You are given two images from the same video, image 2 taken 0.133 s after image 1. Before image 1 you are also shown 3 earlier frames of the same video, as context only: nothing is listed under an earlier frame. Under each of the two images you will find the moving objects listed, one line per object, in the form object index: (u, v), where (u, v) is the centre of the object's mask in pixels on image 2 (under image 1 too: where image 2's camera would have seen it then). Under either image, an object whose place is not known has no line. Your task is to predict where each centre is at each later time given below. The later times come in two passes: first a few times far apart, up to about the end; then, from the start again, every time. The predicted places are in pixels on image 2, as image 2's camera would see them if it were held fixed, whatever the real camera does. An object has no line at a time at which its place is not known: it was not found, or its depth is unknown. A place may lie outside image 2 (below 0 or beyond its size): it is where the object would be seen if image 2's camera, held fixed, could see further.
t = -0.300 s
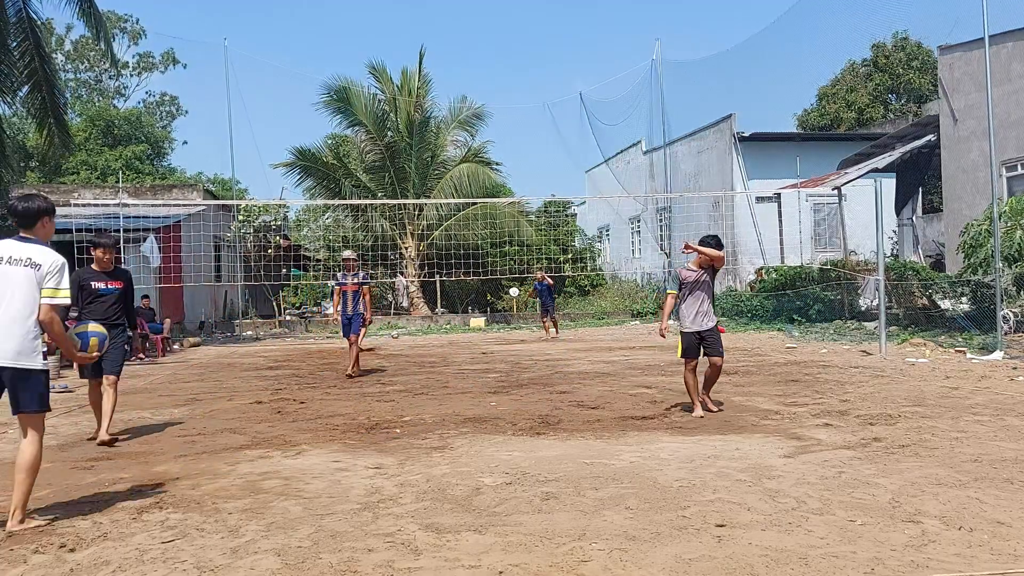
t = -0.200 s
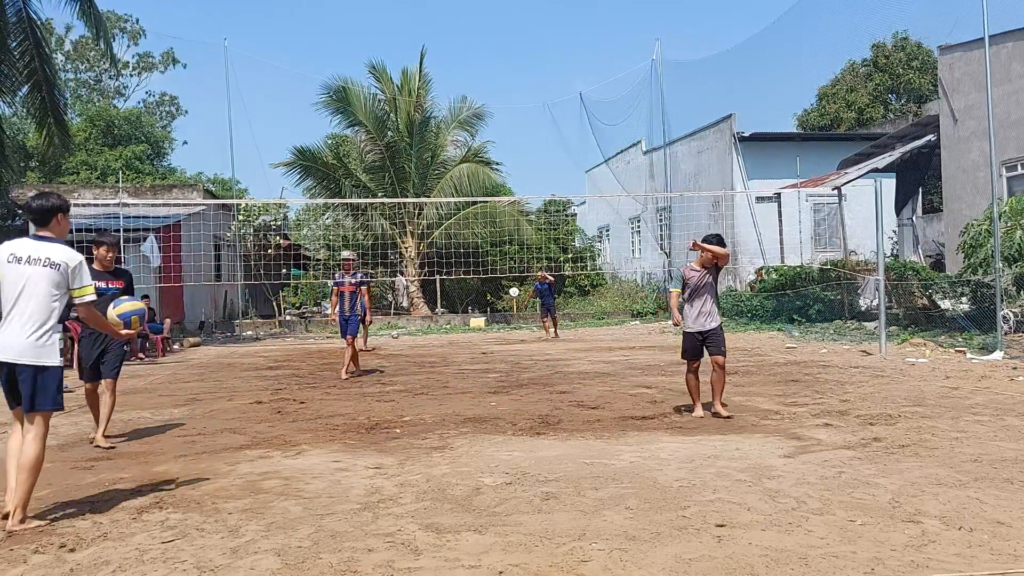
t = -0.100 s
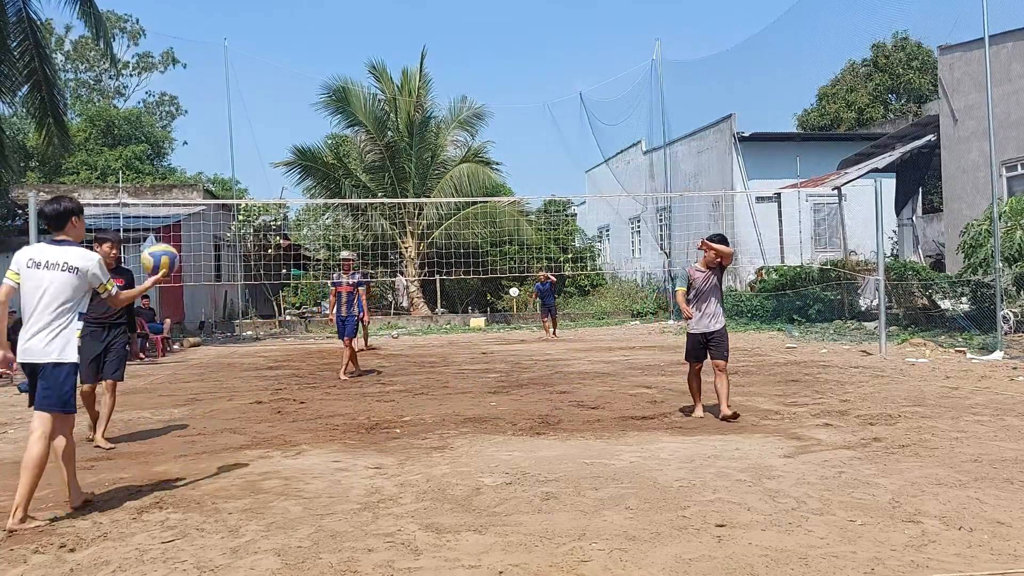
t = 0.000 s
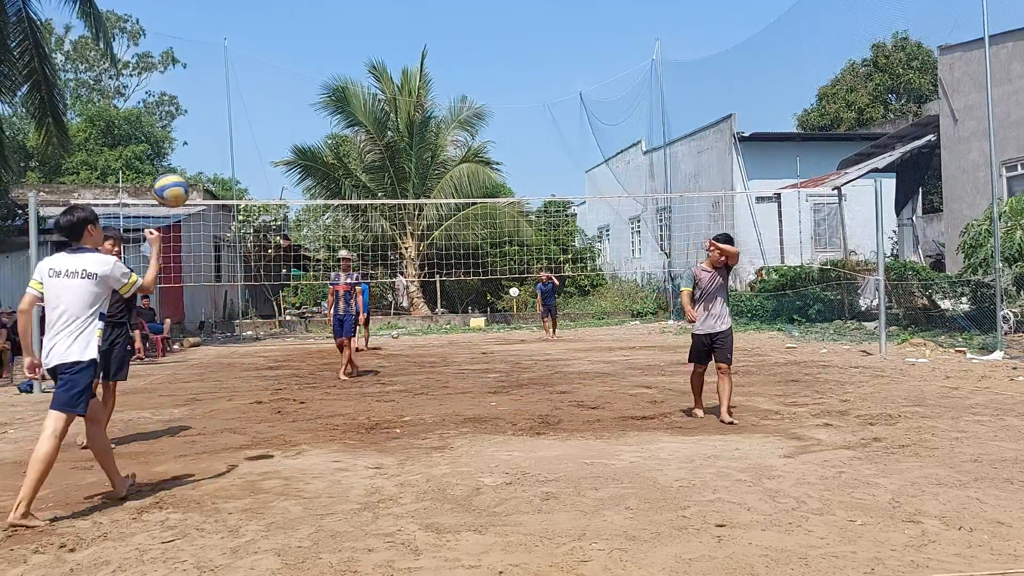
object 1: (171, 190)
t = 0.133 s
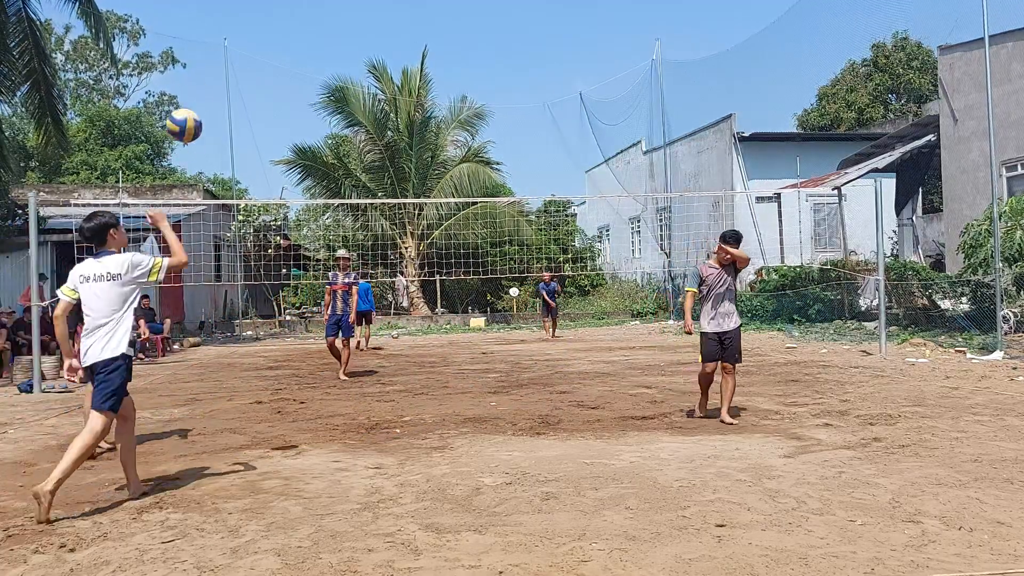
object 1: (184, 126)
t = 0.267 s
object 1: (196, 90)
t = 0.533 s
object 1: (222, 100)
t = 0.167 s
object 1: (187, 114)
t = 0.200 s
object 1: (190, 105)
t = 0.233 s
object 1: (194, 97)
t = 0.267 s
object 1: (196, 90)
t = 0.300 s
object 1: (199, 85)
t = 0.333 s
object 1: (203, 83)
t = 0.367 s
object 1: (206, 81)
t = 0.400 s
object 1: (209, 82)
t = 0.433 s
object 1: (213, 83)
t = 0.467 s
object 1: (216, 87)
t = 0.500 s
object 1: (219, 93)
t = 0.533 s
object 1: (222, 100)
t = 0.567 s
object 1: (225, 109)
